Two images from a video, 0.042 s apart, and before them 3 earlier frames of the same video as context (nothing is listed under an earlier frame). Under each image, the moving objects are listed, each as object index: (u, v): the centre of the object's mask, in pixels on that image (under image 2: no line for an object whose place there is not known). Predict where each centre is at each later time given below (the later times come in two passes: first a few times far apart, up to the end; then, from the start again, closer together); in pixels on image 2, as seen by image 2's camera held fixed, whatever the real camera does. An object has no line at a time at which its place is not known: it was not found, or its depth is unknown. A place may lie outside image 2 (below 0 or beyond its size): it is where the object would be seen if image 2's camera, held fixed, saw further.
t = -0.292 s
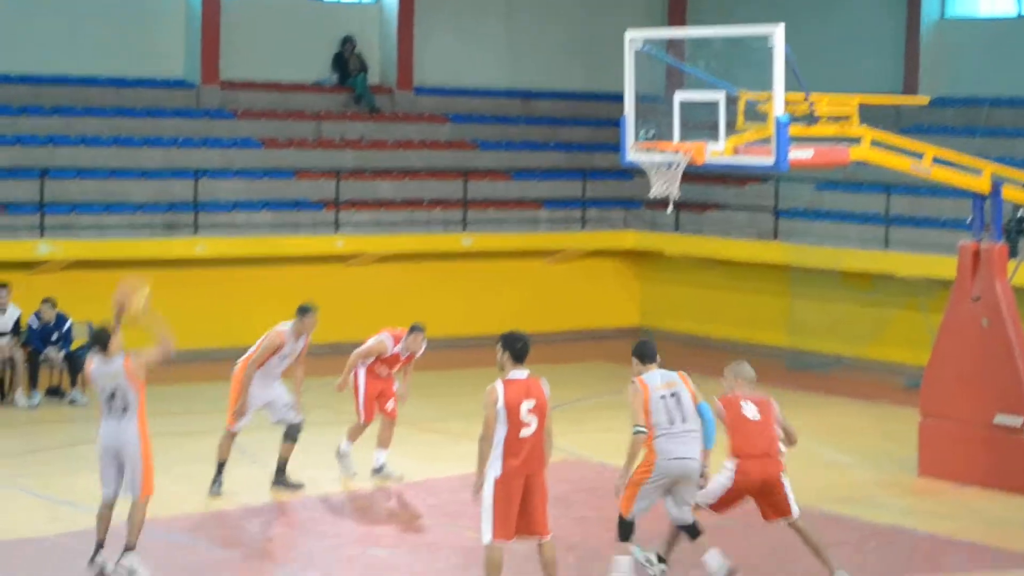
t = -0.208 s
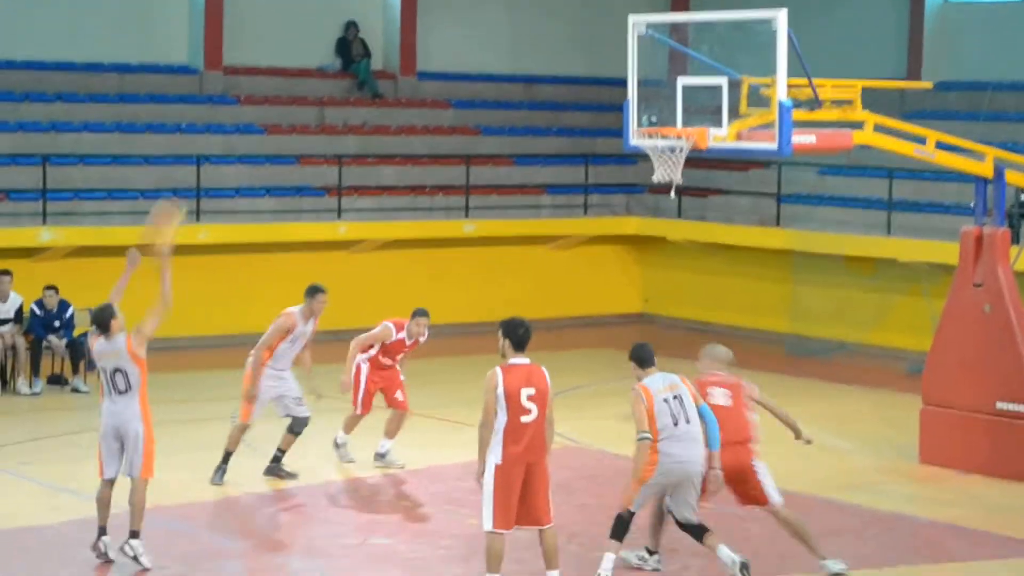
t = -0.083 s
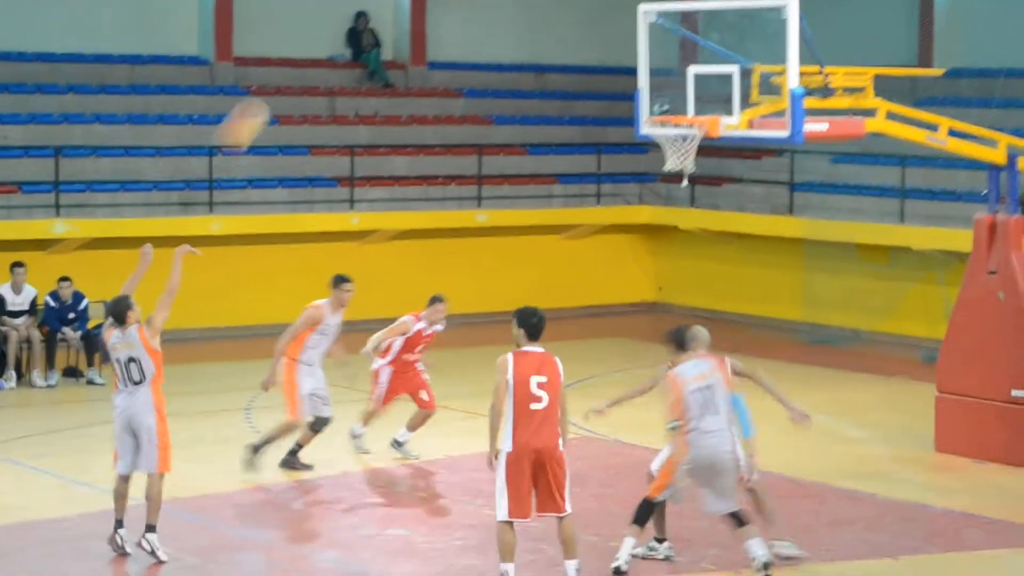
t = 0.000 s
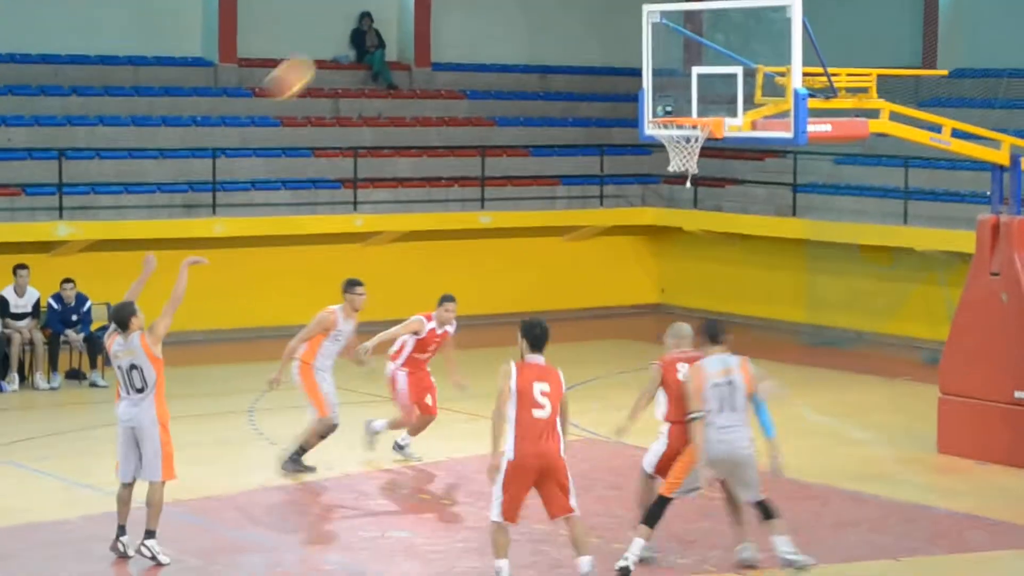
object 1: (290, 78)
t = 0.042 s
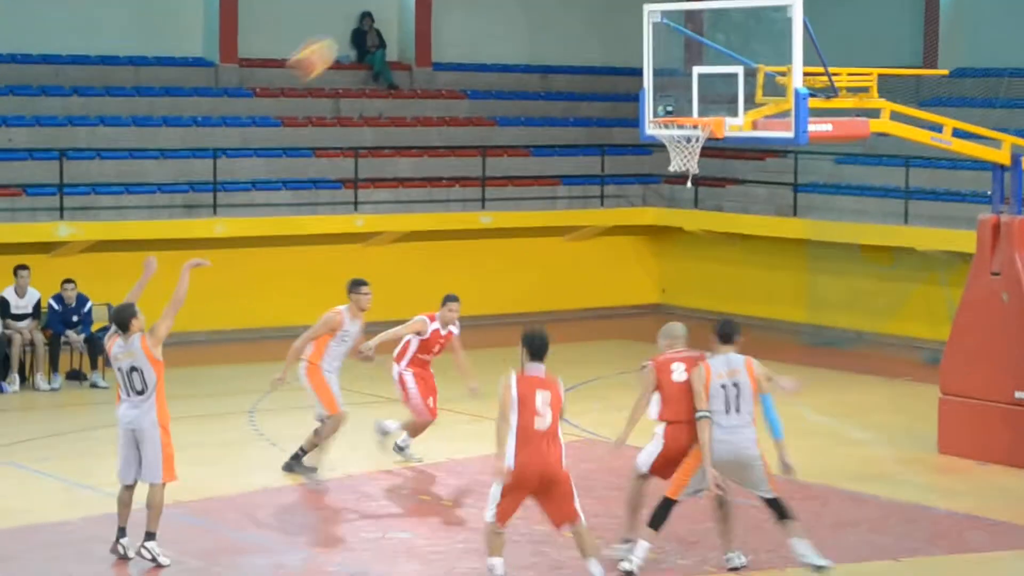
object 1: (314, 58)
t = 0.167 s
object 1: (376, 13)
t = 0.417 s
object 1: (502, -12)
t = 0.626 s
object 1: (596, 22)
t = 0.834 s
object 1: (678, 109)
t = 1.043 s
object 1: (718, 170)
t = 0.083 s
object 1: (335, 39)
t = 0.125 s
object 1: (356, 23)
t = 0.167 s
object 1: (376, 13)
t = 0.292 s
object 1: (437, -3)
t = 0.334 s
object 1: (462, -7)
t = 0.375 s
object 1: (483, -11)
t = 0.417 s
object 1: (502, -12)
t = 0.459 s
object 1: (522, -12)
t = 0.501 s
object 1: (538, -9)
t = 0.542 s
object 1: (557, 0)
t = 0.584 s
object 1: (577, 10)
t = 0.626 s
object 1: (596, 22)
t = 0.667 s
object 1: (612, 38)
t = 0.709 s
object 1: (628, 55)
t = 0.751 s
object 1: (649, 76)
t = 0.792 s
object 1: (668, 98)
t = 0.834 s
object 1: (678, 109)
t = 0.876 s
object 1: (702, 145)
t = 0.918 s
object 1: (707, 148)
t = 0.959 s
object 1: (709, 154)
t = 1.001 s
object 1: (713, 162)
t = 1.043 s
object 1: (718, 170)
